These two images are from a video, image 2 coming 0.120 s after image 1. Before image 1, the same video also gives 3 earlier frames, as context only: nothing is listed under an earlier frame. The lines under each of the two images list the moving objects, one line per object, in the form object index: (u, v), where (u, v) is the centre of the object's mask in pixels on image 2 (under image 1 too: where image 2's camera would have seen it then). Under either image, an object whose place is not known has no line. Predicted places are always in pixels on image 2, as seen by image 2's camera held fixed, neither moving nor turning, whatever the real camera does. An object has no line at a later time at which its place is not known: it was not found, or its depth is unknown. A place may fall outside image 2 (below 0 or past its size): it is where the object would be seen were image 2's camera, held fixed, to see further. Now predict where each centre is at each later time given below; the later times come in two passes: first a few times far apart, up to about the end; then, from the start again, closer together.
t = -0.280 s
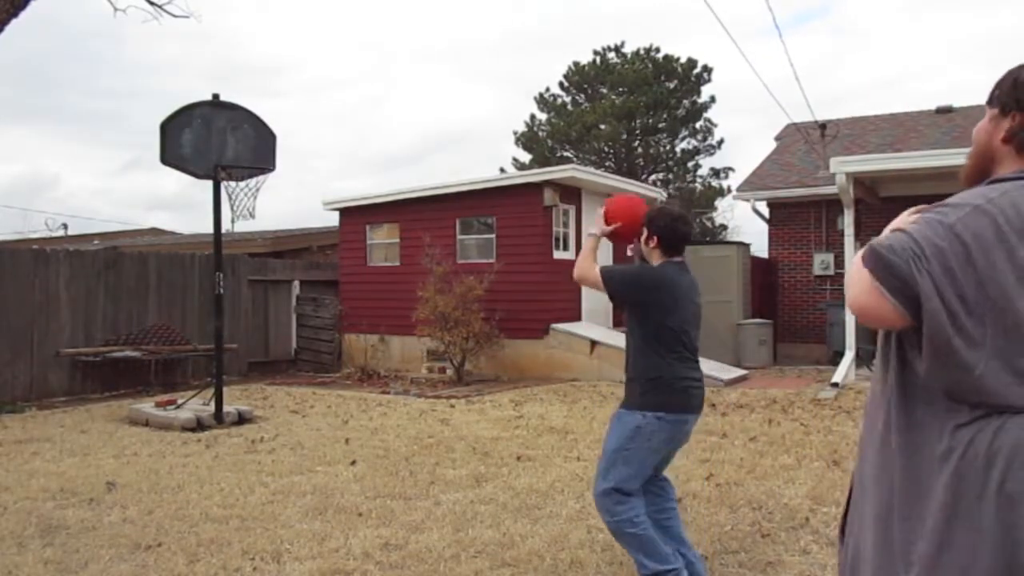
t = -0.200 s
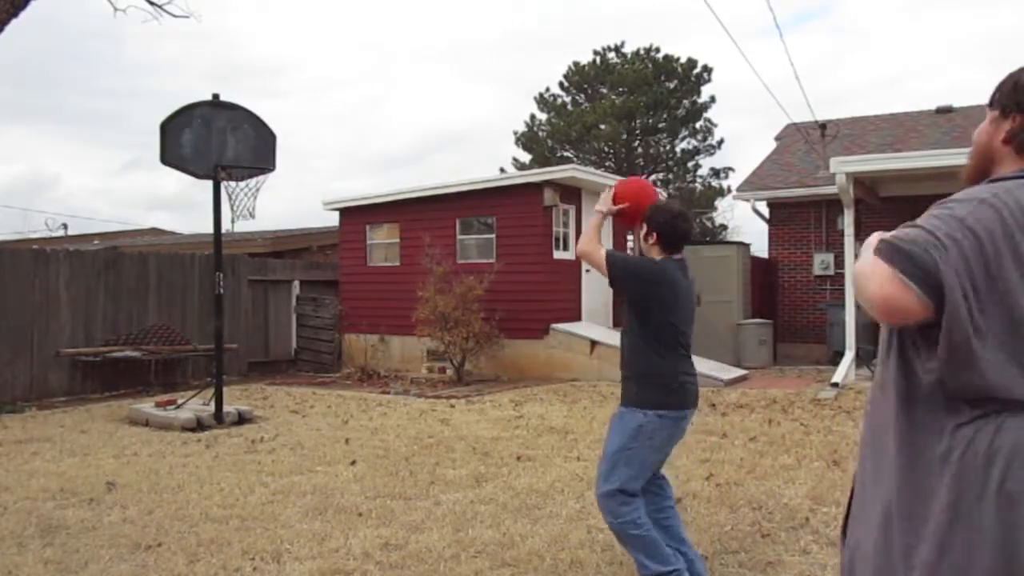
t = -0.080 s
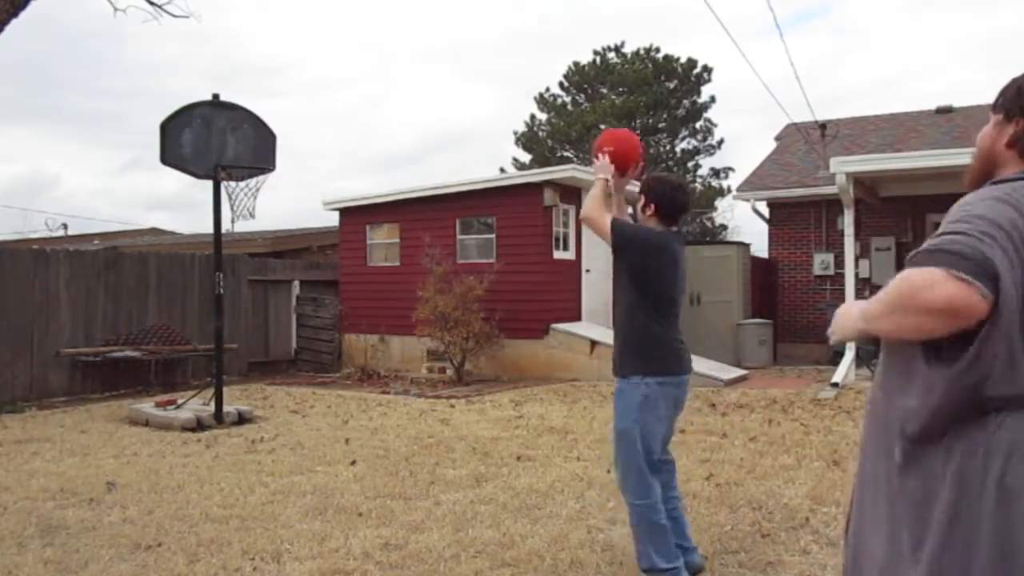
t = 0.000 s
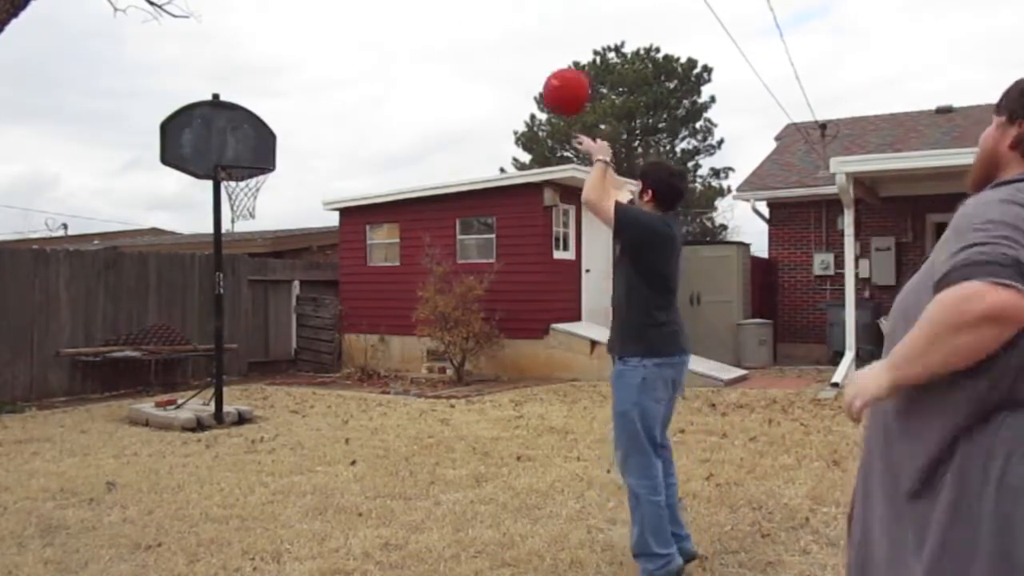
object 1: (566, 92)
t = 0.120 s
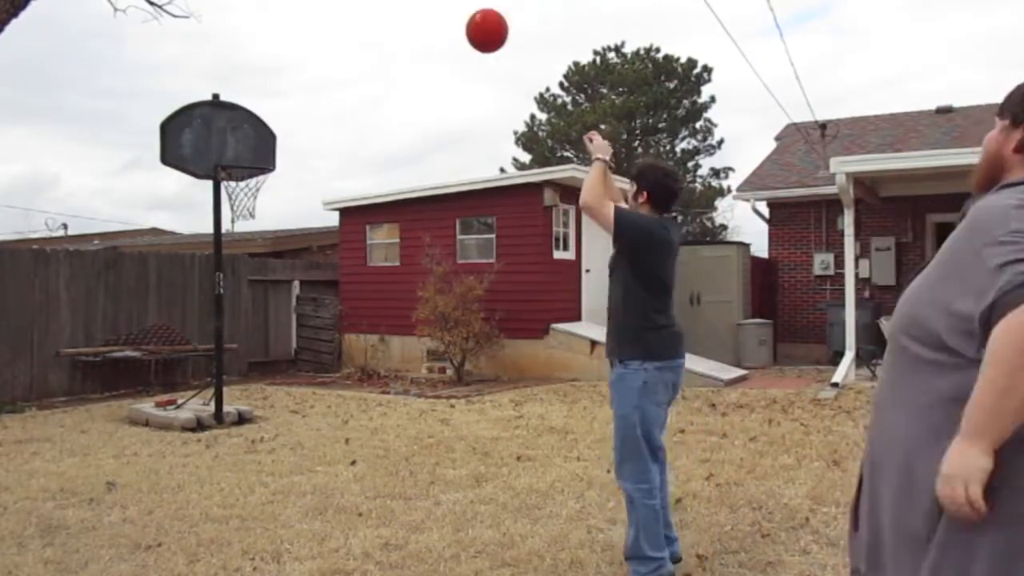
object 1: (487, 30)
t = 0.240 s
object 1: (422, 11)
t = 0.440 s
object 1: (336, 14)
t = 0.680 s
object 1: (260, 85)
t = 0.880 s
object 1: (211, 146)
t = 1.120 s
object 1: (154, 136)
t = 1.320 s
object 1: (103, 180)
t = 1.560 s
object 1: (41, 298)
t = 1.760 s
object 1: (4, 441)
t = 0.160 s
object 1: (464, 19)
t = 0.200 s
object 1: (442, 13)
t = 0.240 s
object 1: (422, 11)
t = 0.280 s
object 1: (403, 9)
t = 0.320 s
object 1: (385, 8)
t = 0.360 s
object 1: (368, 9)
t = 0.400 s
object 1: (352, 11)
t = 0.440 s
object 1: (336, 14)
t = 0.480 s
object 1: (322, 20)
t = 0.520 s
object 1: (308, 30)
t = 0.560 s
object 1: (295, 42)
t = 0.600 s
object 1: (283, 55)
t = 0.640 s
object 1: (271, 70)
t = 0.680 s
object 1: (260, 85)
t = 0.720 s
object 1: (249, 102)
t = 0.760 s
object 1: (239, 121)
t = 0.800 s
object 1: (229, 140)
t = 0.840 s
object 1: (221, 153)
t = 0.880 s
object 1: (211, 146)
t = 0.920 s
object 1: (201, 139)
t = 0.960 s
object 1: (191, 135)
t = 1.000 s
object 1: (181, 132)
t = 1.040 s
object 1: (173, 132)
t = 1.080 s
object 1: (163, 133)
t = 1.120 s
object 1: (154, 136)
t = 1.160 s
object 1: (143, 141)
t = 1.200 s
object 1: (133, 148)
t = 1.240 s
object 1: (123, 156)
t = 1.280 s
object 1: (113, 167)
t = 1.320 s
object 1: (103, 180)
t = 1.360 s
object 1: (93, 195)
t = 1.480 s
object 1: (62, 251)
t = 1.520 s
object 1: (52, 273)
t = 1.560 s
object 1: (41, 298)
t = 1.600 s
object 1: (30, 325)
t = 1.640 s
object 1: (20, 354)
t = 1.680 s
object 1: (12, 386)
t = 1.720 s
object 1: (8, 419)
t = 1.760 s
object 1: (4, 441)
